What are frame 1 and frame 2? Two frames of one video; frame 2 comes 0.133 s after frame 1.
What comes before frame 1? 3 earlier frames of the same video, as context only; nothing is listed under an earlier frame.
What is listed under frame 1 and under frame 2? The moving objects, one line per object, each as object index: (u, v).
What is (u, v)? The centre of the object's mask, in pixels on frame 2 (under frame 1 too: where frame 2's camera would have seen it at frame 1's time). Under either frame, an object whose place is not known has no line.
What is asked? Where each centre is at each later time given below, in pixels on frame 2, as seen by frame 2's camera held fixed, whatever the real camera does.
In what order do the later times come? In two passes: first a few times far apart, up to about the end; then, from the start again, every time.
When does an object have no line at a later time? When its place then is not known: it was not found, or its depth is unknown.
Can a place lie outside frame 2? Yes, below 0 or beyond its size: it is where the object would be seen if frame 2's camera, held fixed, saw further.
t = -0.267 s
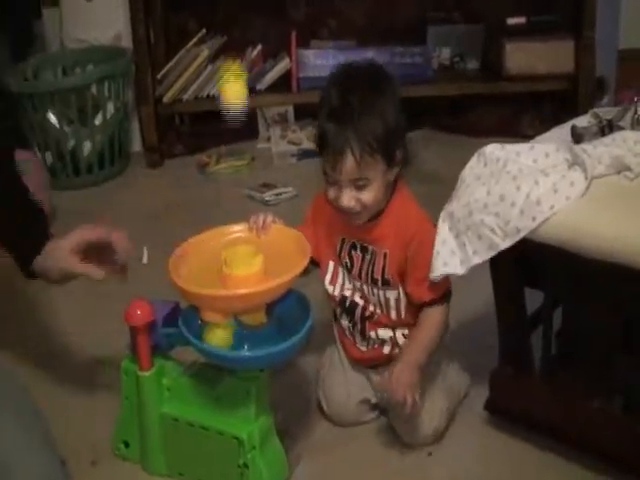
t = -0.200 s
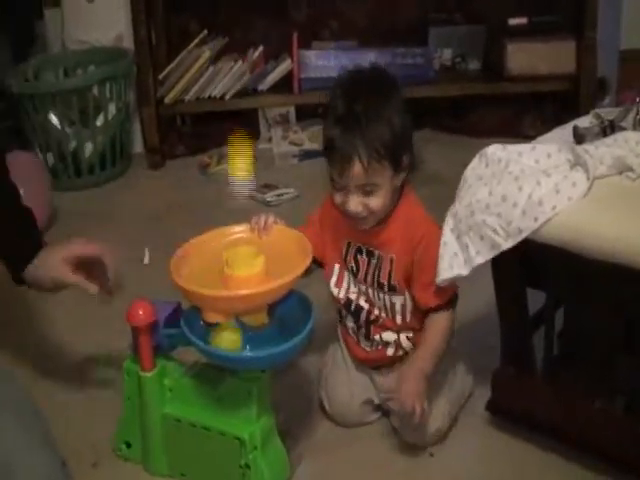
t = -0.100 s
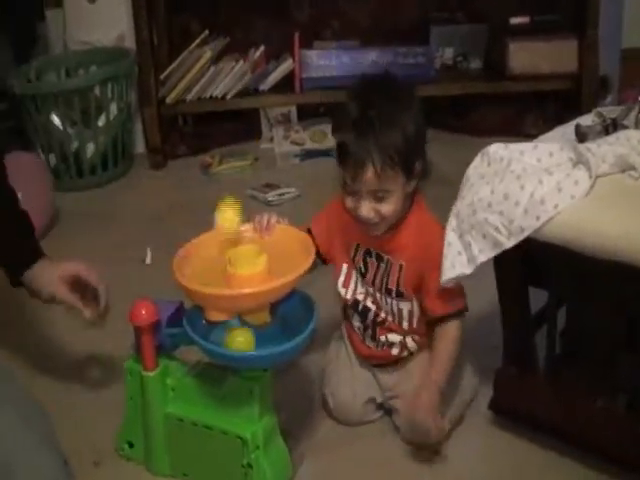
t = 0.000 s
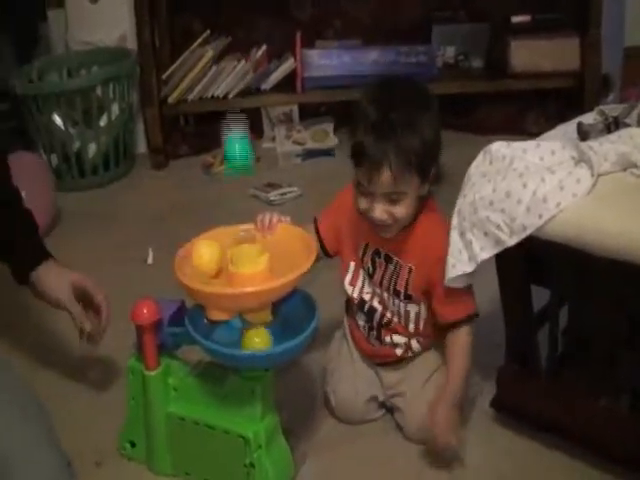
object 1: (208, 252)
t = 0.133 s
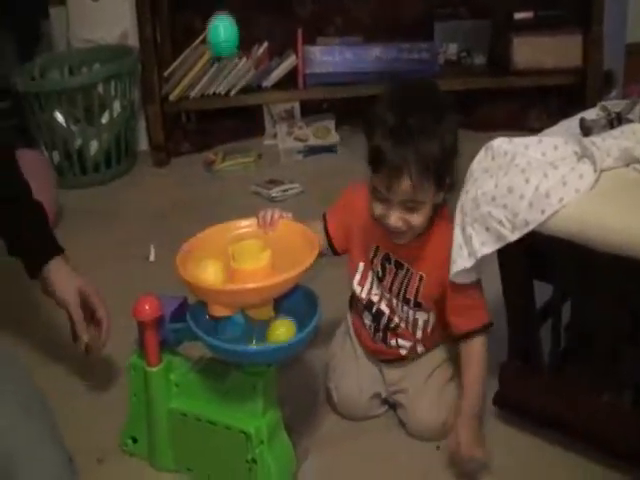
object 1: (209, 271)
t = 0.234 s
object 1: (241, 274)
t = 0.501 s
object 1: (287, 255)
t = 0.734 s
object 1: (285, 253)
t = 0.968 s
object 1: (276, 262)
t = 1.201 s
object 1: (235, 273)
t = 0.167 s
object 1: (220, 276)
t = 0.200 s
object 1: (231, 274)
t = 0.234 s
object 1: (241, 274)
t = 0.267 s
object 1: (249, 274)
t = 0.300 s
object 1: (256, 272)
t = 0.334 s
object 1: (268, 264)
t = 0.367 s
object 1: (273, 262)
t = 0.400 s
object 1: (276, 262)
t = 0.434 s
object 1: (280, 259)
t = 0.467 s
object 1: (285, 256)
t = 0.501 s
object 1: (287, 255)
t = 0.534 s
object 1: (288, 254)
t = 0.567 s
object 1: (288, 254)
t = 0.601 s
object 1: (288, 253)
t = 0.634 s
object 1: (286, 253)
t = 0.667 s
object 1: (286, 252)
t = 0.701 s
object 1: (286, 253)
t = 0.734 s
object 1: (285, 253)
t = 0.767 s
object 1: (285, 253)
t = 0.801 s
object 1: (285, 253)
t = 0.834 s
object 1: (283, 255)
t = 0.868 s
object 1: (283, 256)
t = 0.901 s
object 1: (281, 258)
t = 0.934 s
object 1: (279, 260)
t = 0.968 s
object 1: (276, 262)
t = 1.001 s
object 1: (272, 263)
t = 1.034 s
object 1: (267, 265)
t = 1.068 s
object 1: (262, 266)
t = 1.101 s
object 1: (259, 266)
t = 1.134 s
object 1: (248, 270)
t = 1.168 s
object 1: (239, 272)
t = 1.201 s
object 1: (235, 273)
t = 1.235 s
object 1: (230, 273)
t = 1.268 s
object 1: (227, 273)
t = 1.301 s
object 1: (226, 276)
